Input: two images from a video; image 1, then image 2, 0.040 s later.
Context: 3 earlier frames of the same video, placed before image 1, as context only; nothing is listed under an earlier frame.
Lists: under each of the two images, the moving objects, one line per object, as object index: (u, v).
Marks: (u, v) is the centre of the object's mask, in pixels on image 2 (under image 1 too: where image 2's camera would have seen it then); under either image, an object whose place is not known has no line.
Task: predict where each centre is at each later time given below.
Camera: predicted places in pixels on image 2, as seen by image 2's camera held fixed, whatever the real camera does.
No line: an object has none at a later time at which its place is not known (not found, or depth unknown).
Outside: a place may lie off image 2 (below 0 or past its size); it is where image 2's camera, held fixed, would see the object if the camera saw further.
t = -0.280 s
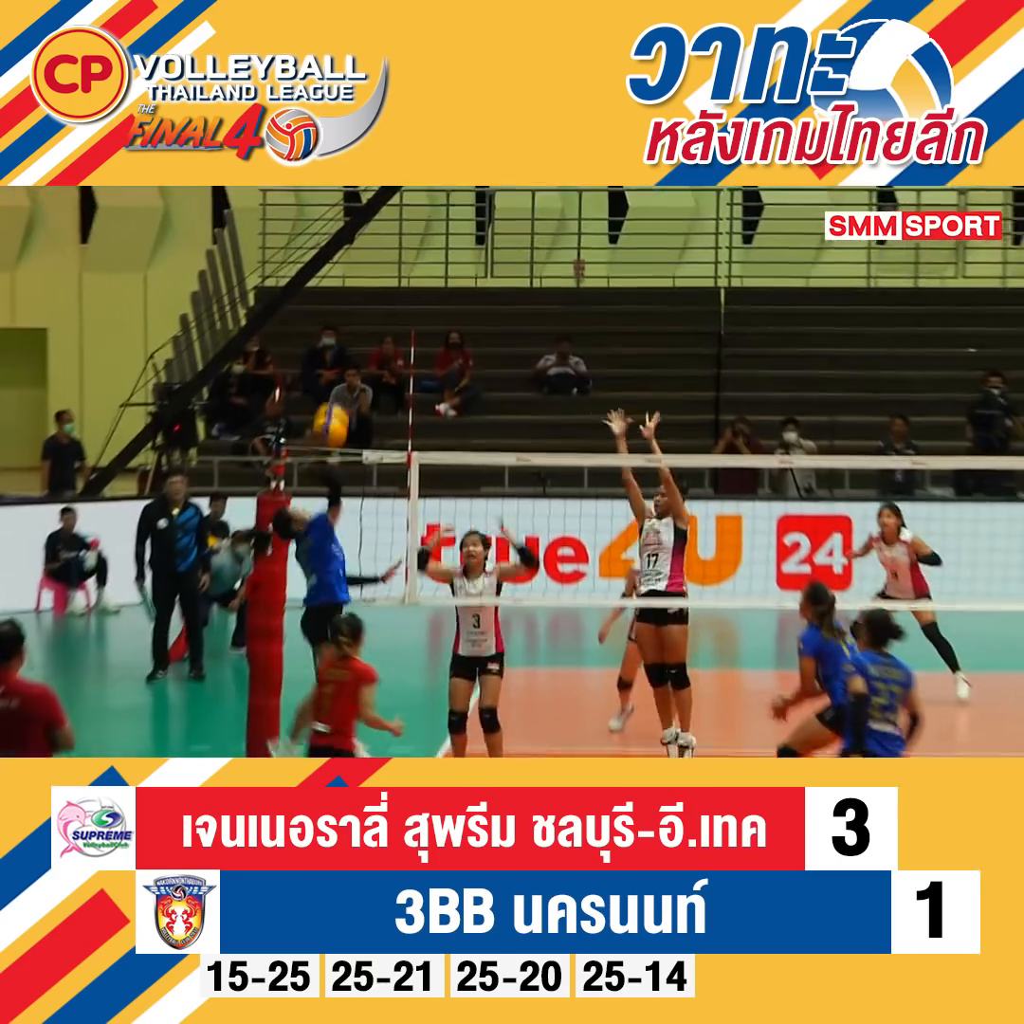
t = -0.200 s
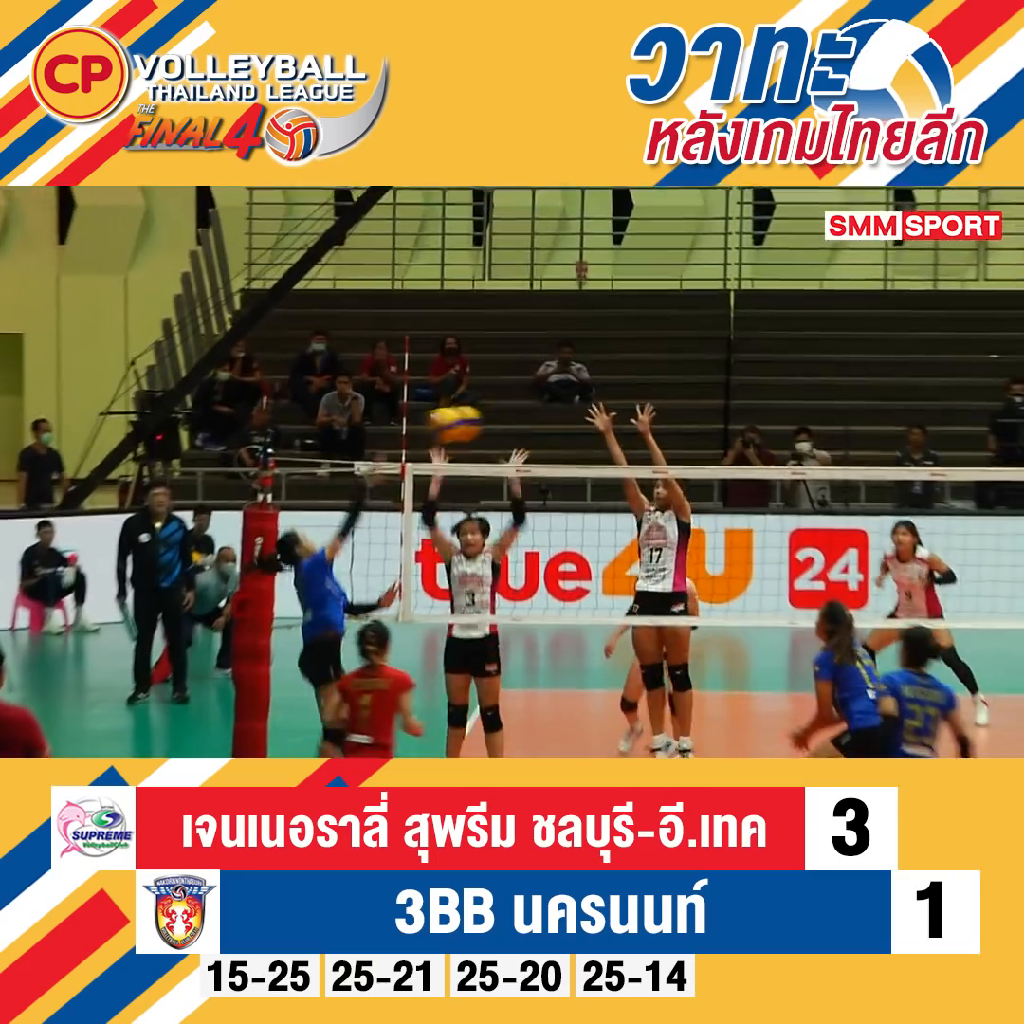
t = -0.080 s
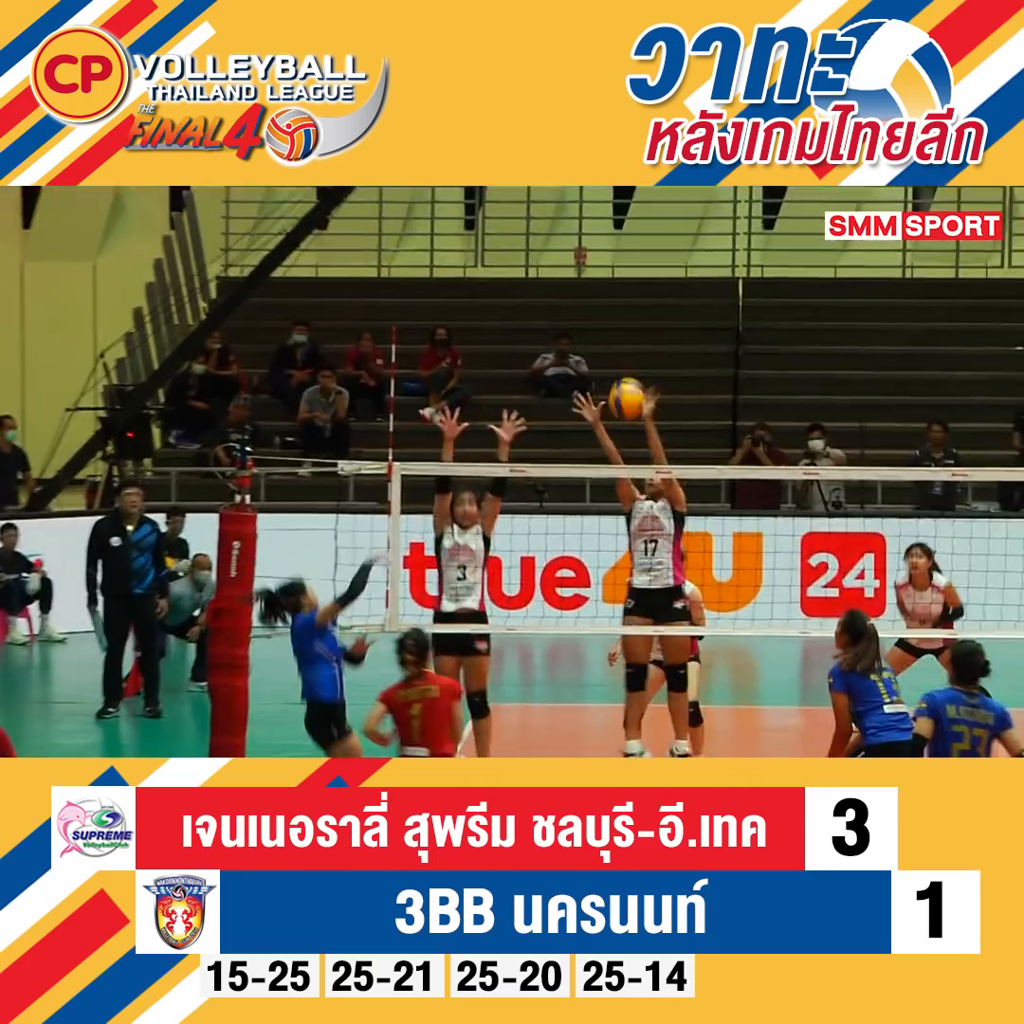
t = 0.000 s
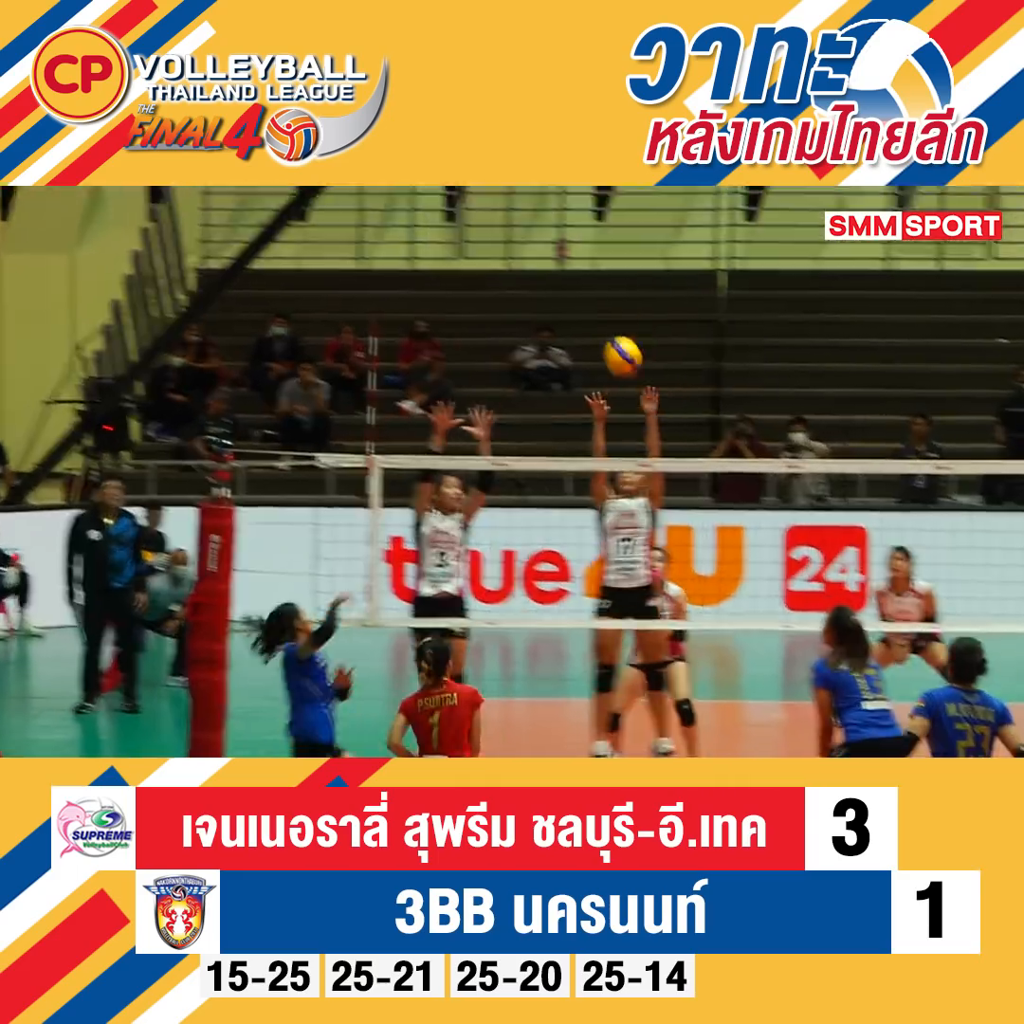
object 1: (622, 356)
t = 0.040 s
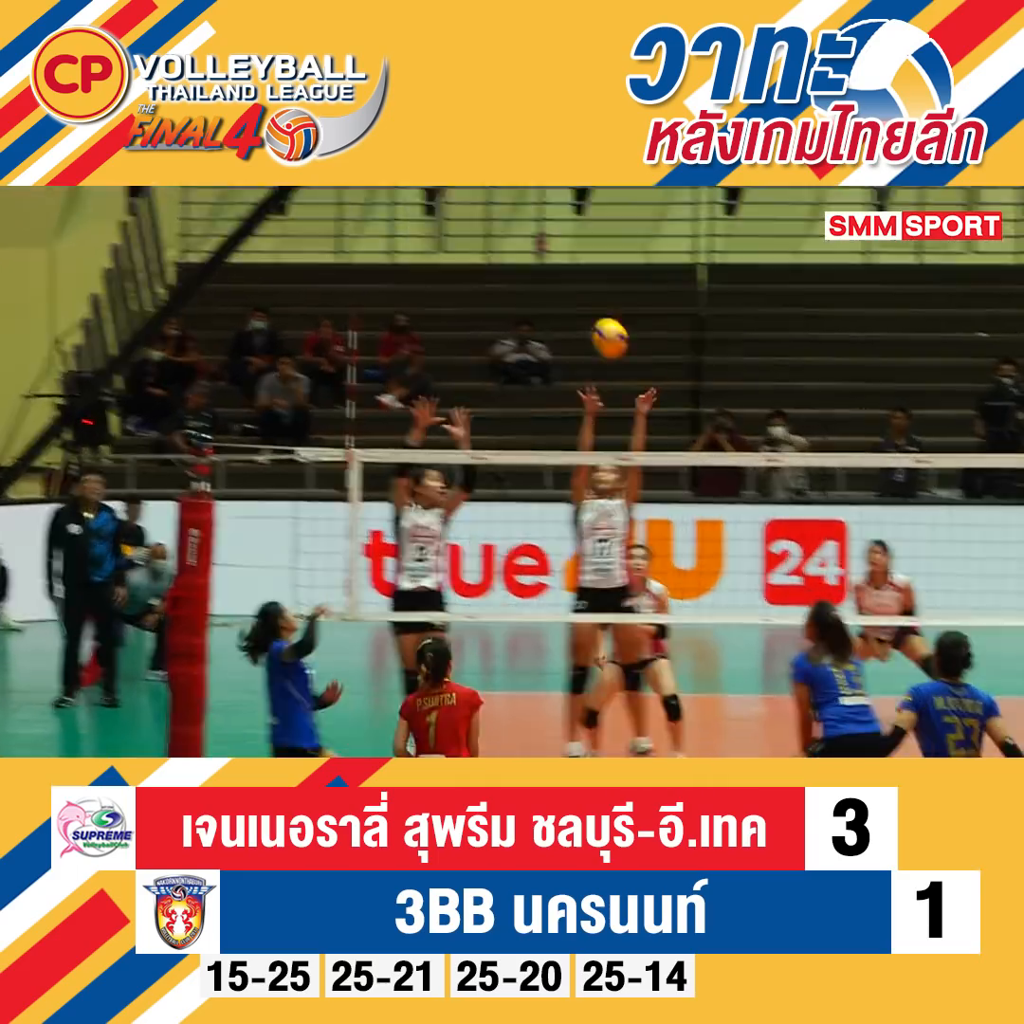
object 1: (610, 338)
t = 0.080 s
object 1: (590, 322)
